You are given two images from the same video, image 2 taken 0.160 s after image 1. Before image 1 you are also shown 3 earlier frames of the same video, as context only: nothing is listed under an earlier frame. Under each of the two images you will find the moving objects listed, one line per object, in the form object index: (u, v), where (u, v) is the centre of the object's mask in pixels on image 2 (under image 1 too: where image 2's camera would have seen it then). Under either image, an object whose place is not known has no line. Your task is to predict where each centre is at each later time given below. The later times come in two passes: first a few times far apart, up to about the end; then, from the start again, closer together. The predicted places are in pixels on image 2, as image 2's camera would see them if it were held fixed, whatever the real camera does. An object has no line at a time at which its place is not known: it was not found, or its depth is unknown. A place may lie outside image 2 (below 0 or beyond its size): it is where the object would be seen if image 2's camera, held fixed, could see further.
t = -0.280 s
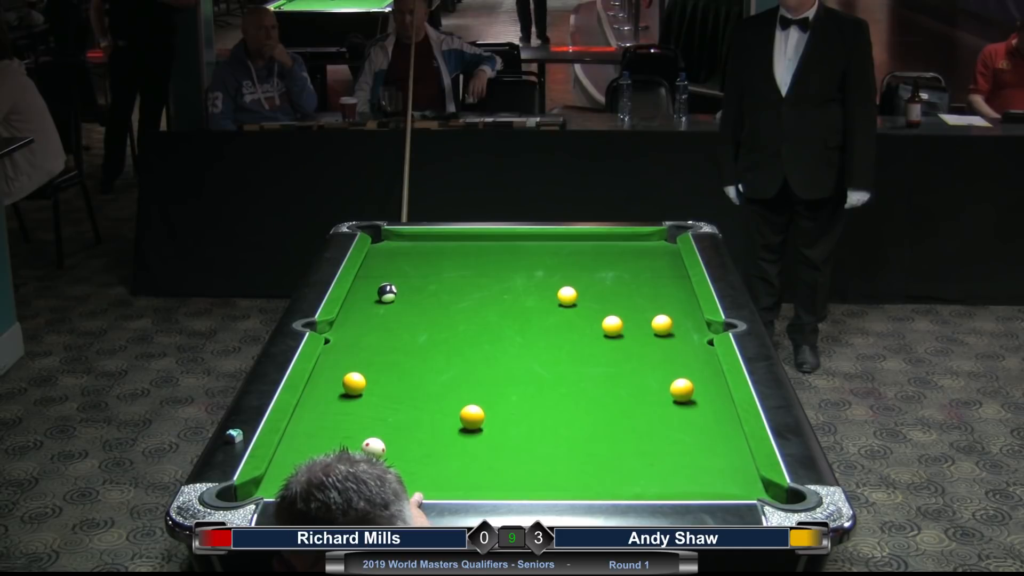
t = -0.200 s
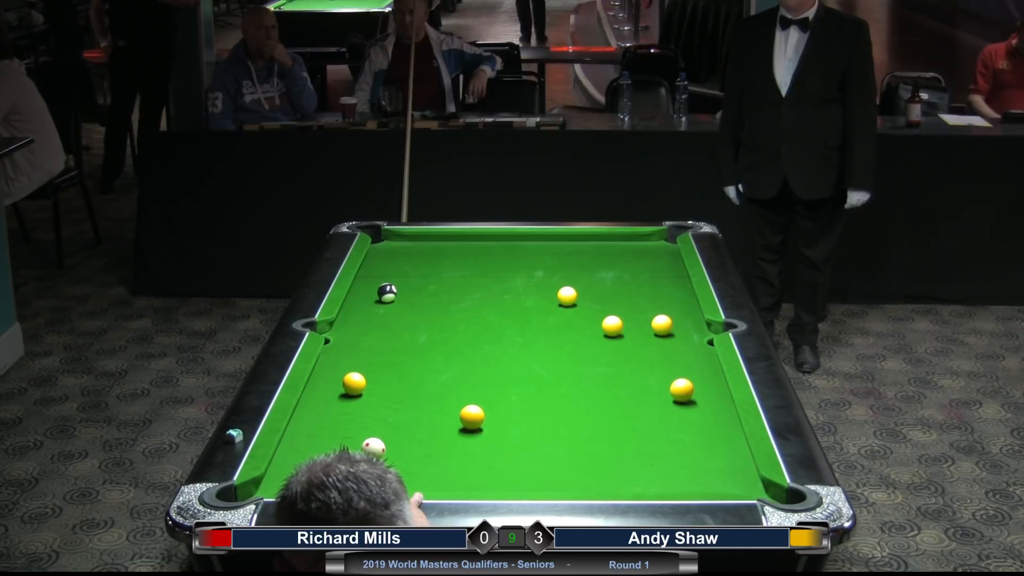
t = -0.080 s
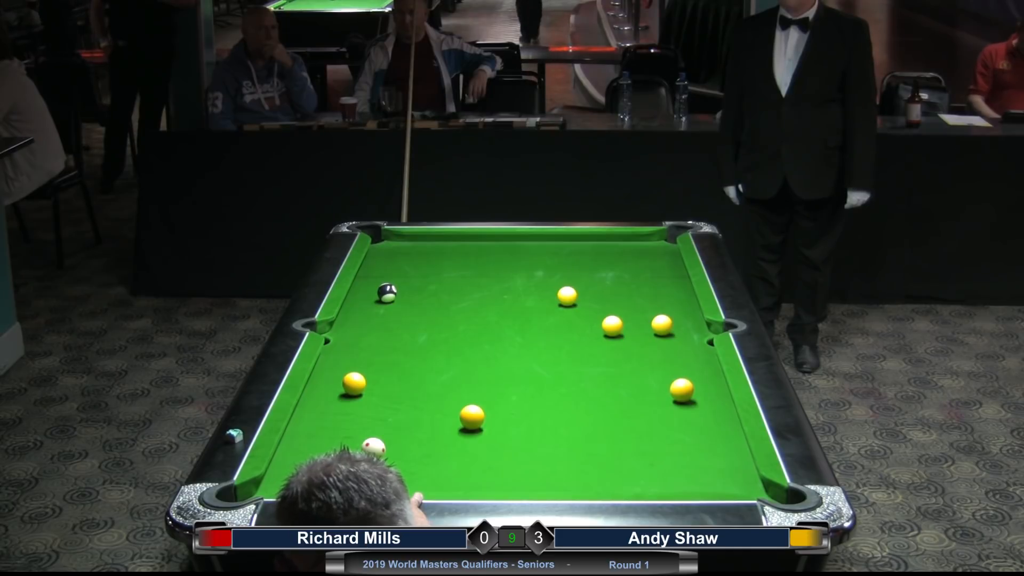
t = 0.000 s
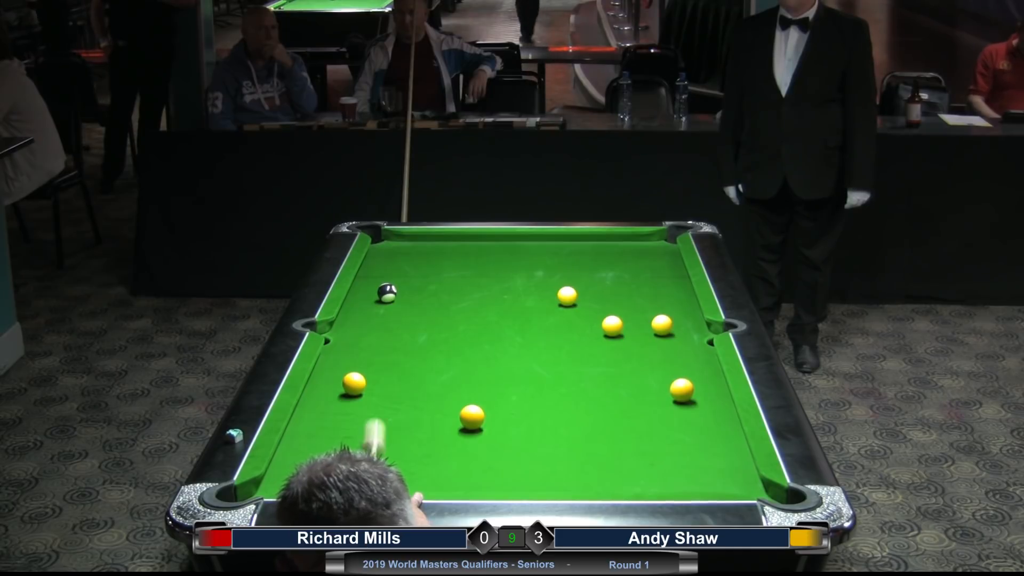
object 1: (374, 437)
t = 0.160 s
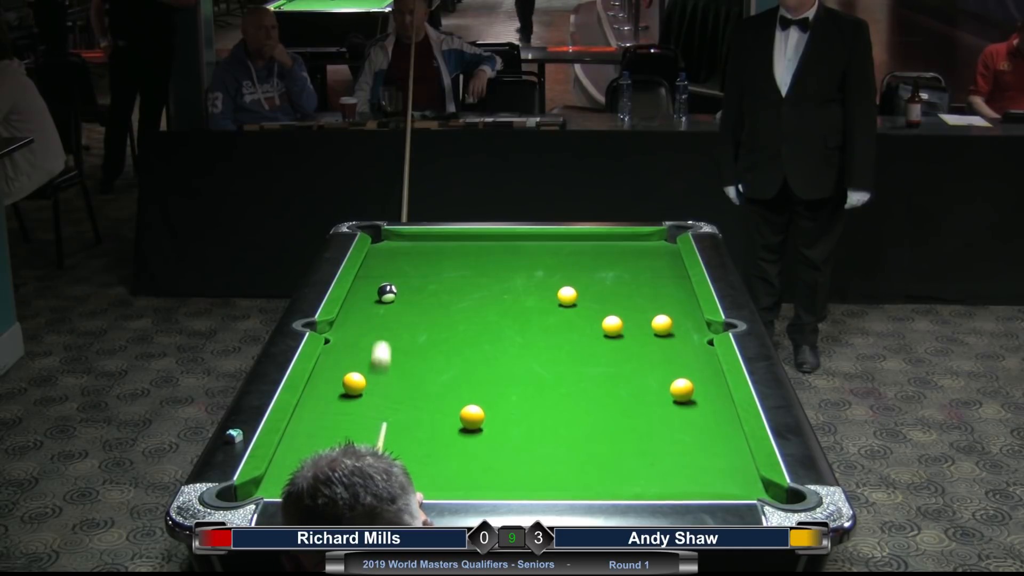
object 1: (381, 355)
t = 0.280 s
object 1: (385, 312)
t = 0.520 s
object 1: (390, 299)
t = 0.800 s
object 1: (395, 290)
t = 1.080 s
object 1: (398, 282)
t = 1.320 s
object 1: (400, 276)
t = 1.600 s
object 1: (401, 269)
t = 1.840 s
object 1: (402, 265)
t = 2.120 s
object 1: (403, 260)
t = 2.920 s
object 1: (402, 252)
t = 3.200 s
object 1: (402, 251)
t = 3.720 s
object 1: (402, 247)
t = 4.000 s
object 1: (400, 251)
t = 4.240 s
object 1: (400, 251)
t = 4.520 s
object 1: (400, 251)
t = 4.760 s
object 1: (400, 251)
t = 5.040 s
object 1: (400, 251)
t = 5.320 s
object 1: (400, 251)
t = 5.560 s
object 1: (400, 251)
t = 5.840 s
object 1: (400, 251)
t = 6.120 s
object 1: (400, 251)
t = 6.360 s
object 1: (400, 251)
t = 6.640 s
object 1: (400, 251)
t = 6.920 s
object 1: (400, 251)
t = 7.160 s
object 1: (400, 251)
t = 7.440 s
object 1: (400, 251)
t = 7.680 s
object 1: (400, 251)
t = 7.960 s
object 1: (400, 251)
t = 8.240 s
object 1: (400, 251)
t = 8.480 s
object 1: (400, 251)
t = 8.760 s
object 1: (400, 251)
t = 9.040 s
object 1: (400, 251)
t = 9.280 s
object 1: (400, 251)
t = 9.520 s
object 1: (400, 251)
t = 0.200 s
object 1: (382, 339)
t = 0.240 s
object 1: (384, 325)
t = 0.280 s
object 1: (385, 312)
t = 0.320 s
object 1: (386, 300)
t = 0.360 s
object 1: (387, 298)
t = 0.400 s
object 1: (388, 299)
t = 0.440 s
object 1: (389, 300)
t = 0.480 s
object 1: (389, 300)
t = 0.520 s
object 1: (390, 299)
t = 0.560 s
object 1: (391, 298)
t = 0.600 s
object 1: (392, 297)
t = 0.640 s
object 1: (392, 295)
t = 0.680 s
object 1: (393, 294)
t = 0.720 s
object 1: (394, 293)
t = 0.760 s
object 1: (394, 291)
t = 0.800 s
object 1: (395, 290)
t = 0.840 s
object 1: (395, 289)
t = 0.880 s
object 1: (396, 288)
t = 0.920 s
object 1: (396, 287)
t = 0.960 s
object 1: (397, 285)
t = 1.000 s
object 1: (397, 284)
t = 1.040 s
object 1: (397, 283)
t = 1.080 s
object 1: (398, 282)
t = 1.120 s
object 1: (398, 281)
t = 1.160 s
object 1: (398, 280)
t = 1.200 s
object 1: (399, 279)
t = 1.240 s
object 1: (399, 278)
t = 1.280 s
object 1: (399, 276)
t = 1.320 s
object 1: (400, 276)
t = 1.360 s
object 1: (400, 275)
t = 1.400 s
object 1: (400, 274)
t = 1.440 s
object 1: (400, 273)
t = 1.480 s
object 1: (400, 272)
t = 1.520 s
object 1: (400, 271)
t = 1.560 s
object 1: (401, 270)
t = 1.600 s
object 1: (401, 269)
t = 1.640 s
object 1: (401, 269)
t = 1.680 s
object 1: (401, 268)
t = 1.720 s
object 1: (401, 267)
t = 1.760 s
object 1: (401, 266)
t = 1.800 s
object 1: (402, 265)
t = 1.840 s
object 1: (402, 265)
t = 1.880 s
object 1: (402, 264)
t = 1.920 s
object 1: (402, 263)
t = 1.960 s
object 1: (402, 263)
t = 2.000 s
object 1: (403, 262)
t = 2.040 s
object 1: (403, 262)
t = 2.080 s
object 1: (403, 261)
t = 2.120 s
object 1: (403, 260)
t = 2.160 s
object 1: (403, 260)
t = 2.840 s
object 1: (403, 253)
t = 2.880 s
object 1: (403, 252)
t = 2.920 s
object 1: (402, 252)
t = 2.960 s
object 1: (402, 252)
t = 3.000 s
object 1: (402, 252)
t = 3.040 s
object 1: (402, 251)
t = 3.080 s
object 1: (402, 251)
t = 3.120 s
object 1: (402, 251)
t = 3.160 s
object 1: (402, 251)
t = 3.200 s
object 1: (402, 251)
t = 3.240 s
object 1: (399, 251)
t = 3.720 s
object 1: (402, 247)
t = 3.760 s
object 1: (401, 249)
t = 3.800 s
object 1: (401, 250)
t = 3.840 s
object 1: (400, 251)
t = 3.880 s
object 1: (400, 251)
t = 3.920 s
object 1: (400, 251)
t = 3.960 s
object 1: (400, 251)
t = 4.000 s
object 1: (400, 251)
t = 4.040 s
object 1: (400, 251)
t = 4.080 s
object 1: (400, 251)
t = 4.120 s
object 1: (400, 251)
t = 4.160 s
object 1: (400, 251)
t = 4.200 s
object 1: (400, 251)
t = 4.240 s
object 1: (400, 251)
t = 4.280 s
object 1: (400, 251)
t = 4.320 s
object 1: (400, 251)
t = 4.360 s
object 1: (400, 251)
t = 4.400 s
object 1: (400, 251)
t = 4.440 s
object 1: (400, 251)
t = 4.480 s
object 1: (400, 251)
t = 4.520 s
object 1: (400, 251)
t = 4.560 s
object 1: (400, 251)
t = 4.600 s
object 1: (400, 251)
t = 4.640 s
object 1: (400, 251)
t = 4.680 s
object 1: (400, 251)
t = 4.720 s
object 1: (400, 251)
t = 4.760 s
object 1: (400, 251)
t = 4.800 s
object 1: (400, 250)
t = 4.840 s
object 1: (400, 251)
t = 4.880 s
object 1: (400, 251)
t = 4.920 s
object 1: (400, 251)
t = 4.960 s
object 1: (400, 251)
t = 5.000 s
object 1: (400, 251)
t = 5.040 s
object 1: (400, 251)
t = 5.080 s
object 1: (400, 251)
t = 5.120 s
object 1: (400, 251)
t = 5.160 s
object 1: (400, 251)
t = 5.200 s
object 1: (400, 251)
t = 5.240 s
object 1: (400, 251)
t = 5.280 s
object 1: (400, 251)
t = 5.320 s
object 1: (400, 251)
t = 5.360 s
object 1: (400, 251)
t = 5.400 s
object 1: (400, 251)
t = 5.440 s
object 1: (400, 251)
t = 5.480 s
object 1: (400, 251)
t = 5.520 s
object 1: (400, 251)
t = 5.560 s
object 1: (400, 251)
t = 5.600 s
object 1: (400, 251)
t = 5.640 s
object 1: (400, 251)
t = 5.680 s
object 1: (400, 251)
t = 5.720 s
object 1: (400, 251)
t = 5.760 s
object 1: (400, 251)
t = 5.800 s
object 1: (400, 251)
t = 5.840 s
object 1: (400, 251)
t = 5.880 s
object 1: (400, 251)
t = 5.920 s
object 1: (400, 251)
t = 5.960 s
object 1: (400, 251)
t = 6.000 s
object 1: (400, 251)
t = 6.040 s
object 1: (400, 251)
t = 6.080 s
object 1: (400, 251)
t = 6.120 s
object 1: (400, 251)
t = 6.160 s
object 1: (400, 251)
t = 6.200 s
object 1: (400, 251)
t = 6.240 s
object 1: (400, 251)
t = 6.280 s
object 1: (400, 251)
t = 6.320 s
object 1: (400, 251)
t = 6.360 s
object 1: (400, 251)
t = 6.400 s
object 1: (400, 251)
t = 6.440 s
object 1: (400, 251)
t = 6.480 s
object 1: (400, 251)
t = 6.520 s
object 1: (400, 251)
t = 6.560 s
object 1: (400, 251)
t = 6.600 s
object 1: (400, 251)
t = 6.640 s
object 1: (400, 251)
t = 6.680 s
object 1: (400, 251)
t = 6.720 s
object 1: (400, 251)
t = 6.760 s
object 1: (400, 251)
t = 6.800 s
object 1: (400, 251)
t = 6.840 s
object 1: (400, 251)
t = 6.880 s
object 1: (400, 251)
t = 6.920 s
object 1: (400, 251)
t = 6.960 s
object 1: (400, 251)
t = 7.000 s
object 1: (400, 251)
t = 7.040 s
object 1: (400, 251)
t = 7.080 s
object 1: (400, 251)
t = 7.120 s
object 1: (400, 251)
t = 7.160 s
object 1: (400, 251)
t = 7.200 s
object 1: (400, 251)
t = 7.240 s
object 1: (400, 251)
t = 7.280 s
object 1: (400, 251)
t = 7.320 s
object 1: (400, 251)
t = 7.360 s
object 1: (400, 251)
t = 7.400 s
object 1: (400, 251)
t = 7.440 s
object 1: (400, 251)
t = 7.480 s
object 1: (400, 251)
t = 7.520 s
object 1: (400, 251)
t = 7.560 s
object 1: (400, 251)
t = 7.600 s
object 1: (400, 251)
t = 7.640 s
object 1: (400, 251)
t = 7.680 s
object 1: (400, 251)
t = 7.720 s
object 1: (400, 251)
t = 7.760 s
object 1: (400, 251)
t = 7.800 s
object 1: (400, 251)
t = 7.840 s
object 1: (400, 251)
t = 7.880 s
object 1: (400, 251)
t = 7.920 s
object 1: (400, 251)
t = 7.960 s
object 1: (400, 251)
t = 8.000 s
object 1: (400, 251)
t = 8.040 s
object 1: (400, 251)
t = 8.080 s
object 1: (400, 251)
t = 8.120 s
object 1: (400, 251)
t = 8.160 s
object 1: (400, 251)
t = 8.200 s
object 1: (400, 251)
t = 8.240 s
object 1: (400, 251)
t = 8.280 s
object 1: (400, 251)
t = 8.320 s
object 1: (400, 251)
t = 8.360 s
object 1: (400, 251)
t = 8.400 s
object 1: (400, 251)
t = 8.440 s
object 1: (400, 251)
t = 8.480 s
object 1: (400, 251)
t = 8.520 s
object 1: (400, 251)
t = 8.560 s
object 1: (400, 251)
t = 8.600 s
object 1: (400, 251)
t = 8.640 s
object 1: (400, 251)
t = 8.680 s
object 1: (400, 251)
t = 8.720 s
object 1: (400, 251)
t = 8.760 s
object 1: (400, 251)
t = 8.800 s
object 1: (400, 251)
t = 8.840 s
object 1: (400, 251)
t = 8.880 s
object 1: (400, 251)
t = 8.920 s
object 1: (400, 251)
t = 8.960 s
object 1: (400, 251)
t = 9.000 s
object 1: (400, 251)
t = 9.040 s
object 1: (400, 251)
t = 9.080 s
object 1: (400, 251)
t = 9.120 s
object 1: (400, 251)
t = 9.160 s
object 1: (400, 251)
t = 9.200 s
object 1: (400, 251)
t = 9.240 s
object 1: (400, 251)
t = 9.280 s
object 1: (400, 251)
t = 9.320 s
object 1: (400, 251)
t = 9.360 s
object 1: (400, 251)
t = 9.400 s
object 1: (400, 251)
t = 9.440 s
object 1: (400, 251)
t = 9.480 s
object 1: (400, 251)
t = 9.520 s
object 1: (400, 251)
